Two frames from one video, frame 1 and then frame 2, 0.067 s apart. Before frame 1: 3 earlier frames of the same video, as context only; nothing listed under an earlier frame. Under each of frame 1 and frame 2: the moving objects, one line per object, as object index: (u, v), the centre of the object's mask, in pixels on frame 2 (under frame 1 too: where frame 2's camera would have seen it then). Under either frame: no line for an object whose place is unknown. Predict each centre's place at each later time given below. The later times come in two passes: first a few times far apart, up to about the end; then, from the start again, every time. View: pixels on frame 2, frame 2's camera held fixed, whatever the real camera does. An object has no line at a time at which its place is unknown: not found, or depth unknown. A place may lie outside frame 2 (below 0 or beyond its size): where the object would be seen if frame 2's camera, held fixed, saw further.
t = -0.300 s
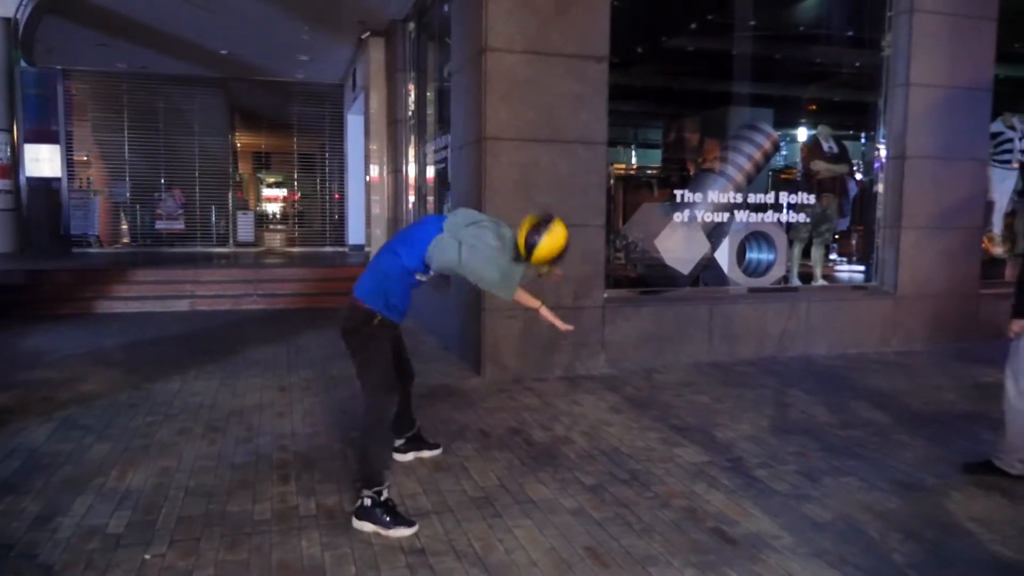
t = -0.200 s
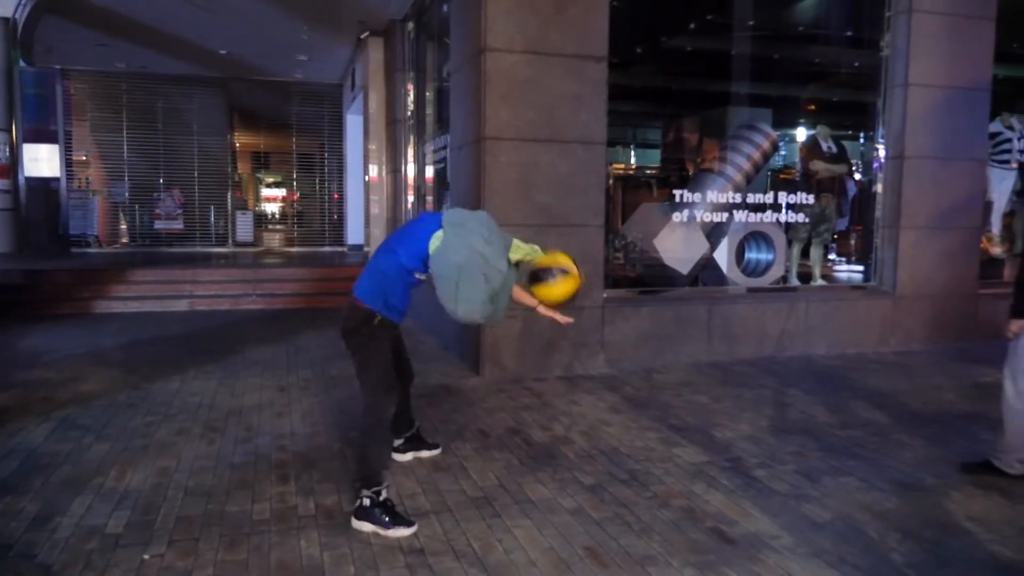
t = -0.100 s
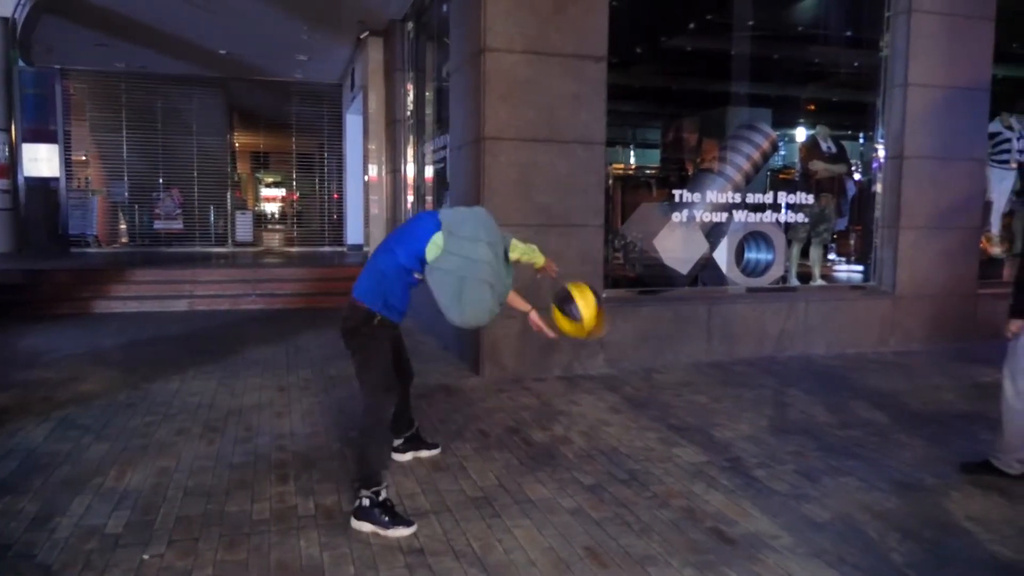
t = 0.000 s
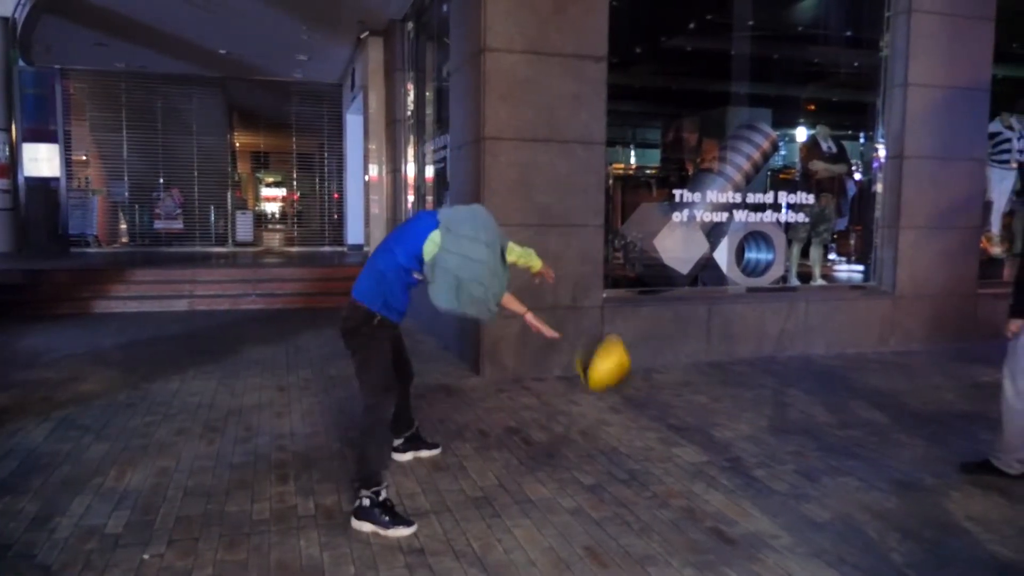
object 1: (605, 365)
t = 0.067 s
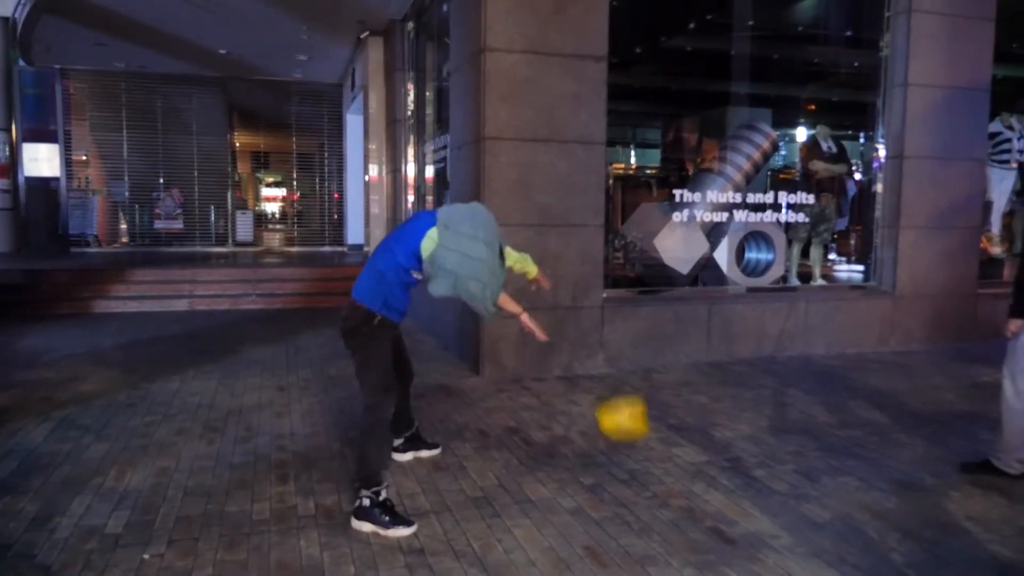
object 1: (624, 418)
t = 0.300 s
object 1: (682, 419)
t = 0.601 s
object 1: (762, 389)
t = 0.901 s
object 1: (842, 514)
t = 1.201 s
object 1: (933, 465)
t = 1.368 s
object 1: (980, 537)
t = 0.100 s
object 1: (630, 447)
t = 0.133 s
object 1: (638, 476)
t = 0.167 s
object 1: (648, 492)
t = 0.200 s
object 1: (656, 472)
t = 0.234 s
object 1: (666, 452)
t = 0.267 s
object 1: (674, 434)
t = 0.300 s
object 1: (682, 419)
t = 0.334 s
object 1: (690, 405)
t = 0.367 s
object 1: (698, 394)
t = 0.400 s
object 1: (707, 386)
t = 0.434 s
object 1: (716, 380)
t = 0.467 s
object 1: (725, 377)
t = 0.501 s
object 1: (735, 376)
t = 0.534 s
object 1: (743, 377)
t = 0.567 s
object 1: (753, 381)
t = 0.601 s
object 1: (762, 389)
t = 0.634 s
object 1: (771, 397)
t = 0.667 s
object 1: (779, 408)
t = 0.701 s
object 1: (787, 423)
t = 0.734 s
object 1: (796, 441)
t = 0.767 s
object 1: (804, 460)
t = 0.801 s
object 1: (813, 484)
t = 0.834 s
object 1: (823, 514)
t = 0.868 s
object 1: (832, 532)
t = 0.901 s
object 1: (842, 514)
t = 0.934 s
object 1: (853, 499)
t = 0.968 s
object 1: (863, 486)
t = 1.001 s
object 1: (874, 476)
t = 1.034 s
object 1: (884, 466)
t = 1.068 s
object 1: (894, 460)
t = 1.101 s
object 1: (902, 457)
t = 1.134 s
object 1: (912, 457)
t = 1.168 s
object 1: (923, 459)
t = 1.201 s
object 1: (933, 465)
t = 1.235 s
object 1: (942, 473)
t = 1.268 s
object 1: (953, 485)
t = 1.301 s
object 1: (962, 499)
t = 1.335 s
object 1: (972, 518)
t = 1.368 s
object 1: (980, 537)
